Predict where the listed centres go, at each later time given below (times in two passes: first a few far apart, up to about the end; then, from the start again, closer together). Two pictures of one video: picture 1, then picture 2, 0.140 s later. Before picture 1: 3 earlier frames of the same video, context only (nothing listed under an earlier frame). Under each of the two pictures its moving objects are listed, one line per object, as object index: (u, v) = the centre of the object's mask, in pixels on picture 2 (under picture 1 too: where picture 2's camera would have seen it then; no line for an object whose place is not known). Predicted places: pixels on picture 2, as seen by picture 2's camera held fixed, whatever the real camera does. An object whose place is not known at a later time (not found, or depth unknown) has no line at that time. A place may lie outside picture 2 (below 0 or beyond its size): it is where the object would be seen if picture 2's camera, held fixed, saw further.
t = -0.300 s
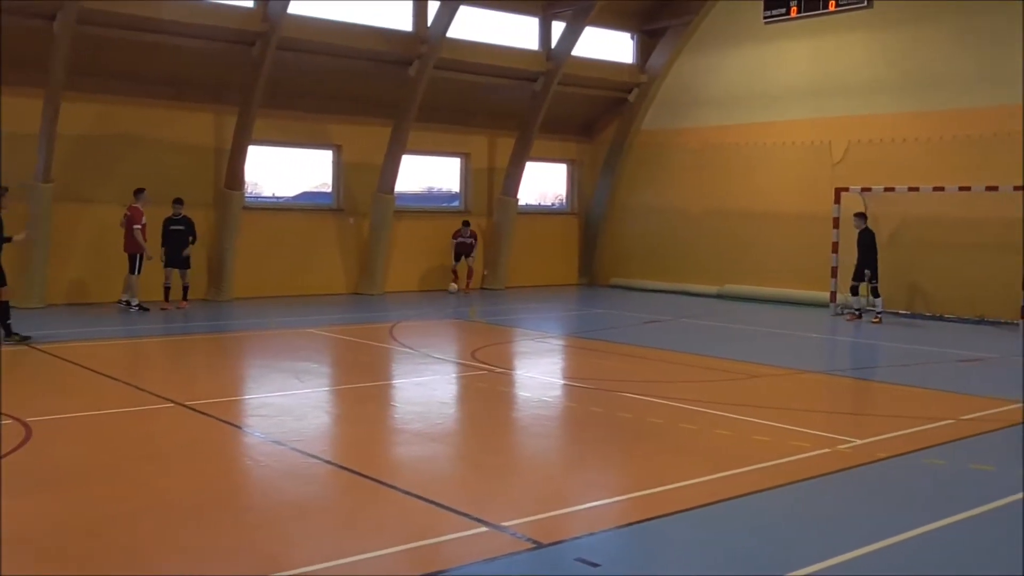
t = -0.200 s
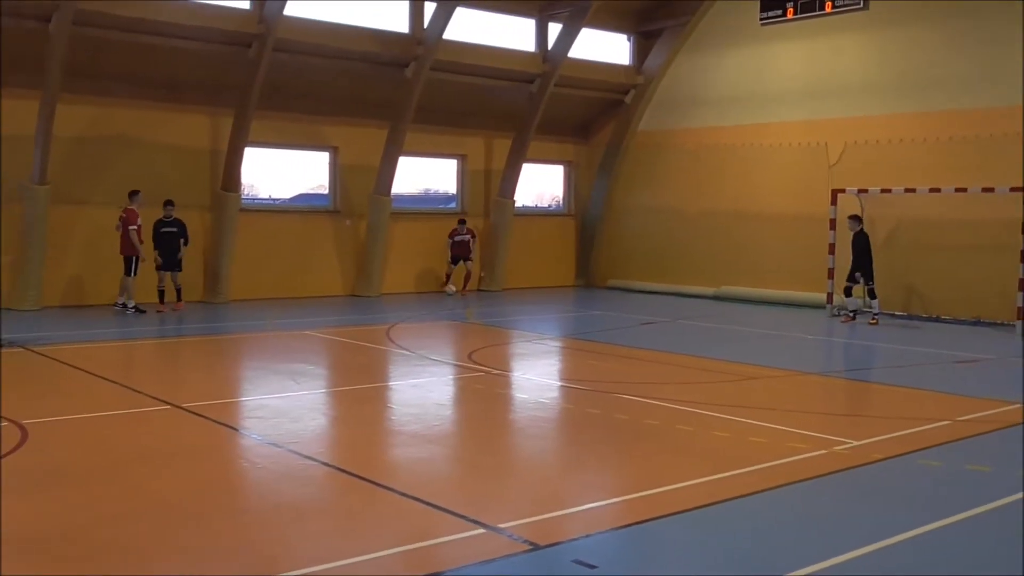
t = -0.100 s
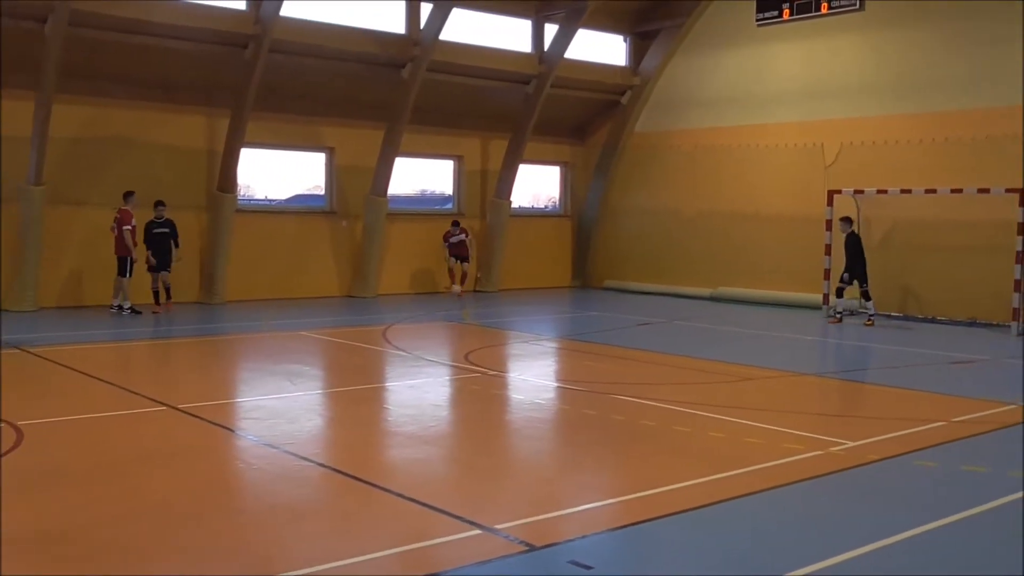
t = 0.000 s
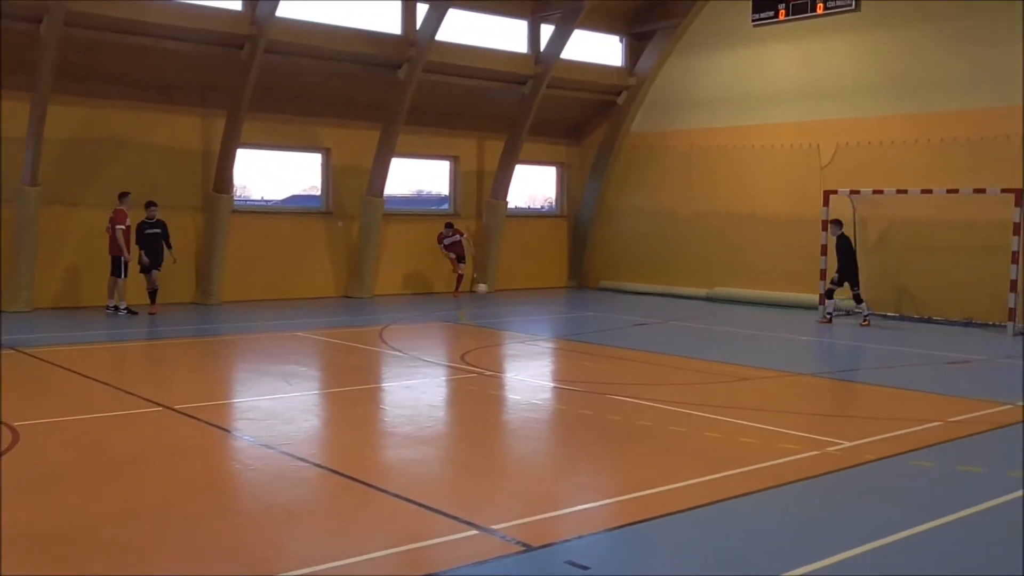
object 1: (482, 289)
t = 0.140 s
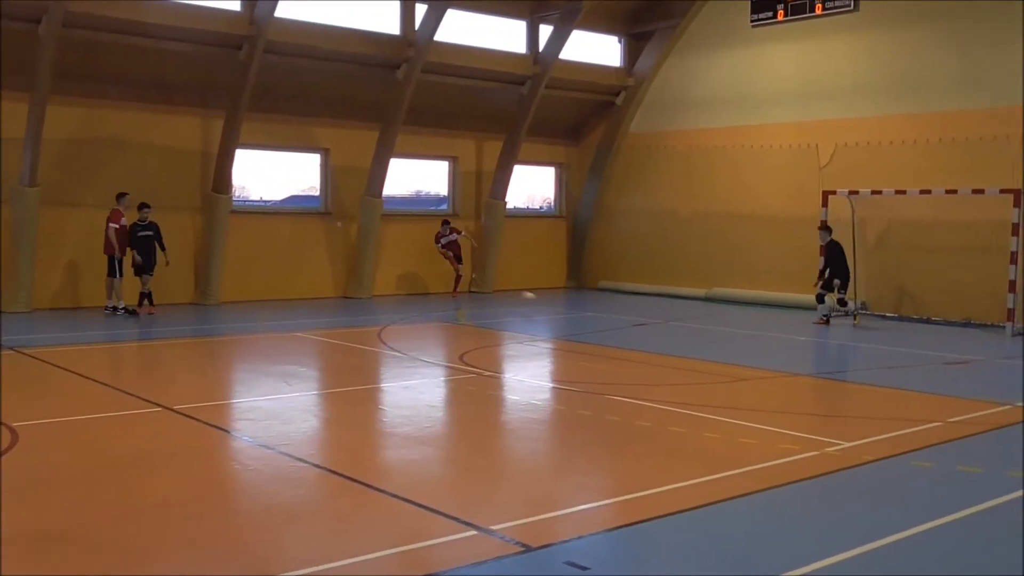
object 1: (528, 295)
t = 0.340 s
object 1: (606, 313)
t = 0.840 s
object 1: (834, 353)
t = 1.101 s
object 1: (979, 375)
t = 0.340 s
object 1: (606, 313)
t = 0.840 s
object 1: (834, 353)
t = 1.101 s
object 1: (979, 375)
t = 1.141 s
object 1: (1004, 380)
